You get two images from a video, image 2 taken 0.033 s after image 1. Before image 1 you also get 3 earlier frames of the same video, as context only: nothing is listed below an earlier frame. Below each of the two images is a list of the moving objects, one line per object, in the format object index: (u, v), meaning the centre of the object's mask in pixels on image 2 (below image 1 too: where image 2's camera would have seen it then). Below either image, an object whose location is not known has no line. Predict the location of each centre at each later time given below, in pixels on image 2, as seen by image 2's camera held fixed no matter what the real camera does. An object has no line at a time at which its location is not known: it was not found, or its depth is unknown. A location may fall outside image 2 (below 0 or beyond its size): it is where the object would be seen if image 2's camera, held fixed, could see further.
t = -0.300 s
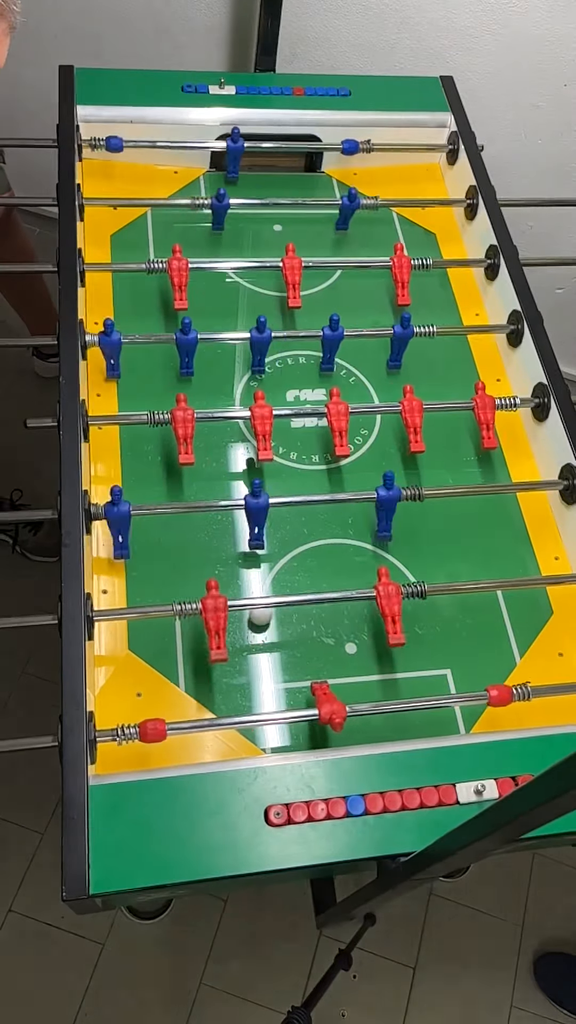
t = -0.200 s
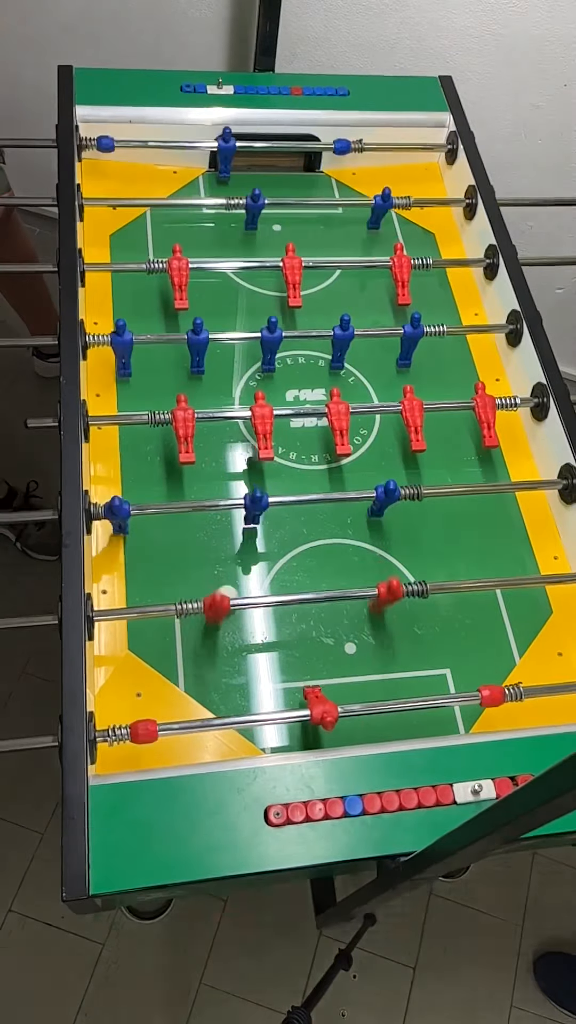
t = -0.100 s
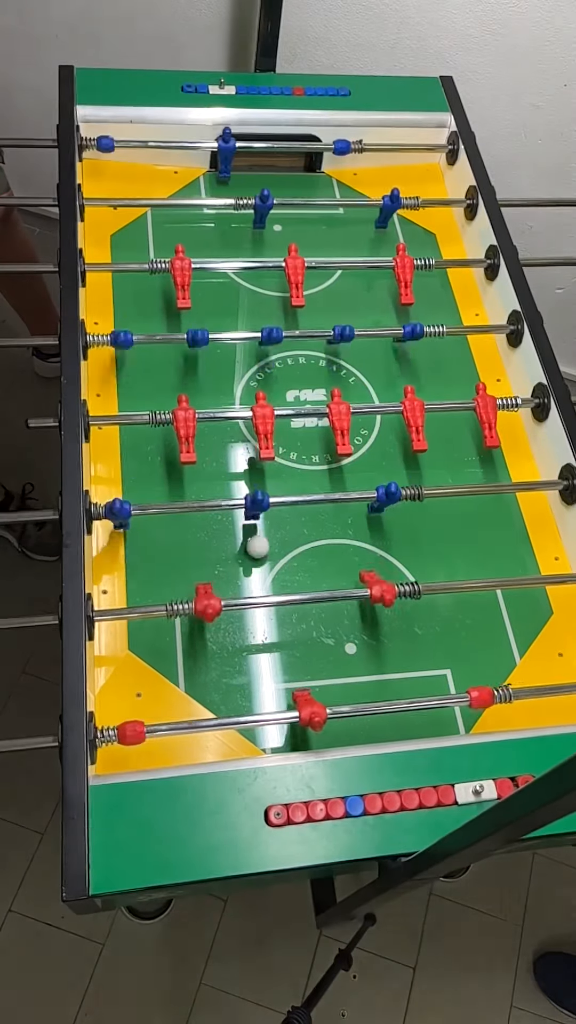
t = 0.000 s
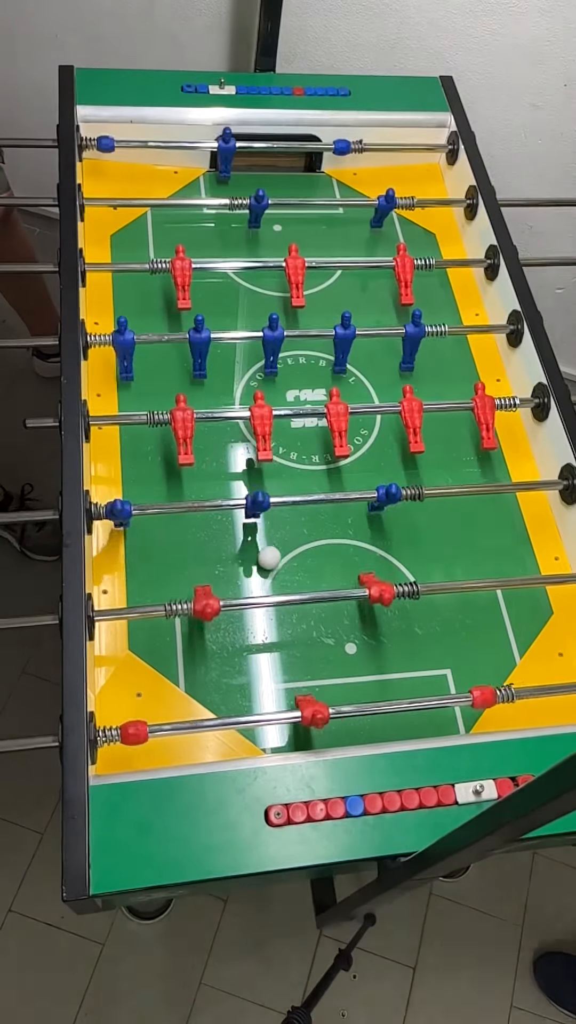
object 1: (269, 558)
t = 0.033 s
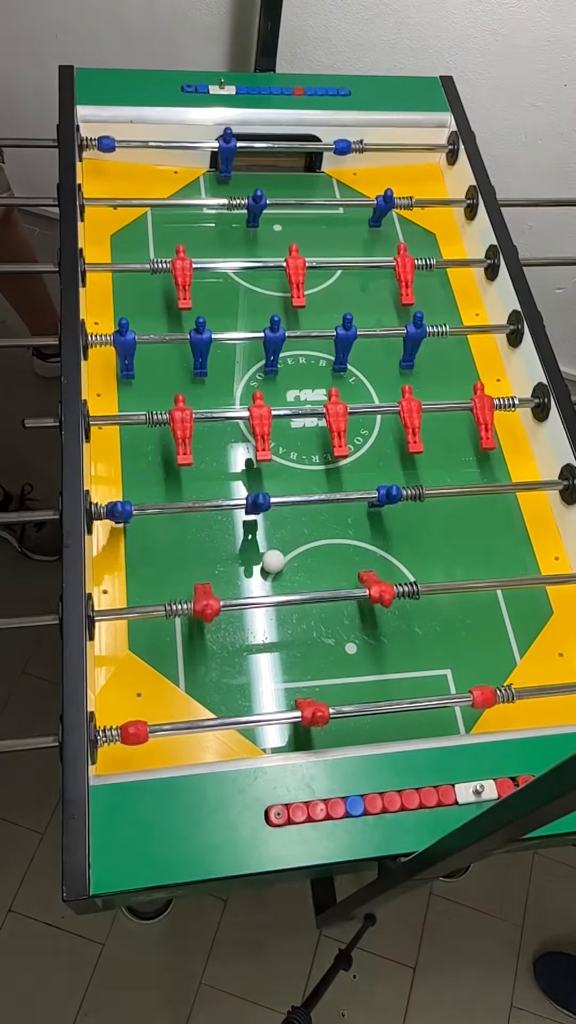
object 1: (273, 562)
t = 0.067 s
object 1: (277, 566)
